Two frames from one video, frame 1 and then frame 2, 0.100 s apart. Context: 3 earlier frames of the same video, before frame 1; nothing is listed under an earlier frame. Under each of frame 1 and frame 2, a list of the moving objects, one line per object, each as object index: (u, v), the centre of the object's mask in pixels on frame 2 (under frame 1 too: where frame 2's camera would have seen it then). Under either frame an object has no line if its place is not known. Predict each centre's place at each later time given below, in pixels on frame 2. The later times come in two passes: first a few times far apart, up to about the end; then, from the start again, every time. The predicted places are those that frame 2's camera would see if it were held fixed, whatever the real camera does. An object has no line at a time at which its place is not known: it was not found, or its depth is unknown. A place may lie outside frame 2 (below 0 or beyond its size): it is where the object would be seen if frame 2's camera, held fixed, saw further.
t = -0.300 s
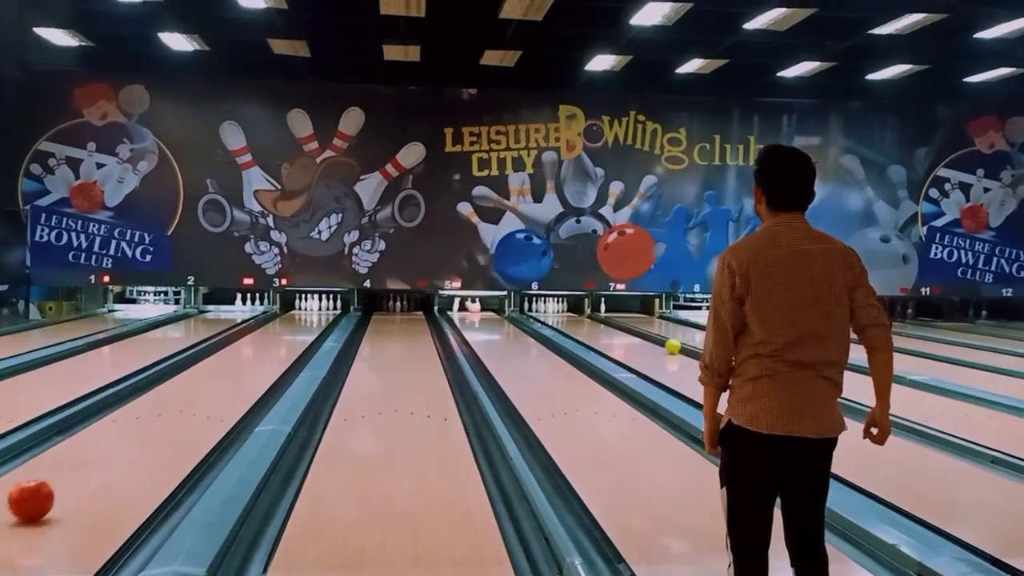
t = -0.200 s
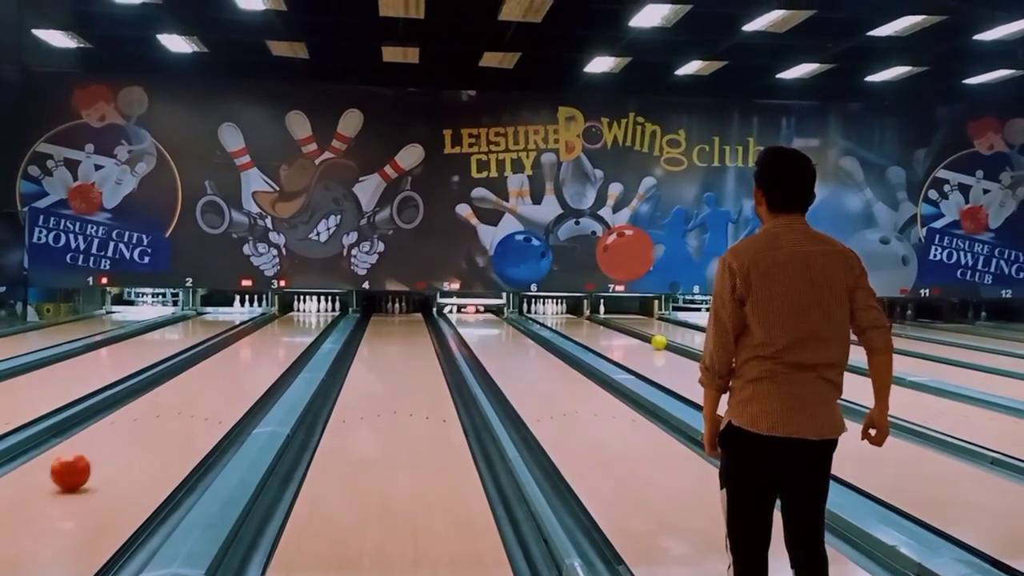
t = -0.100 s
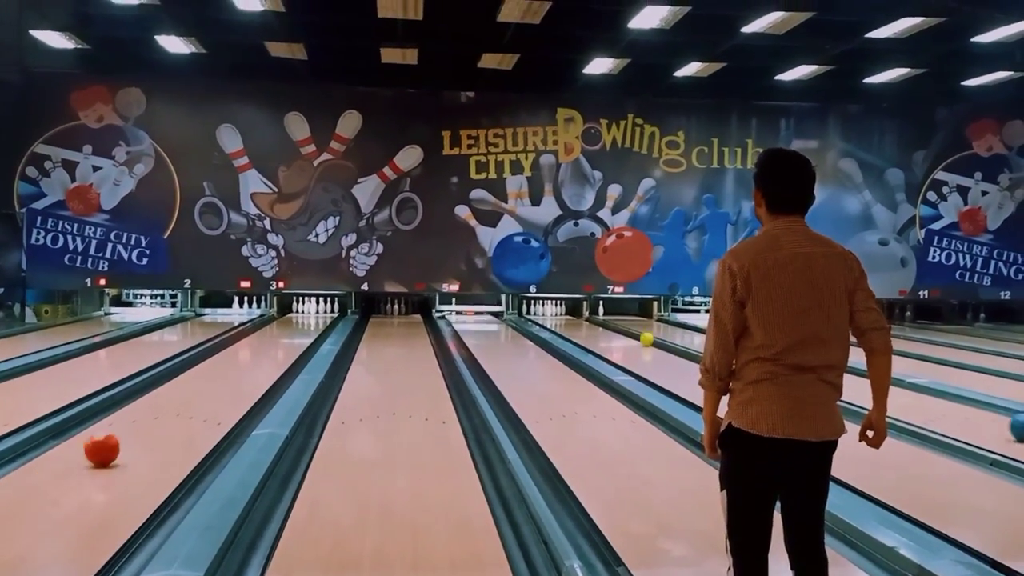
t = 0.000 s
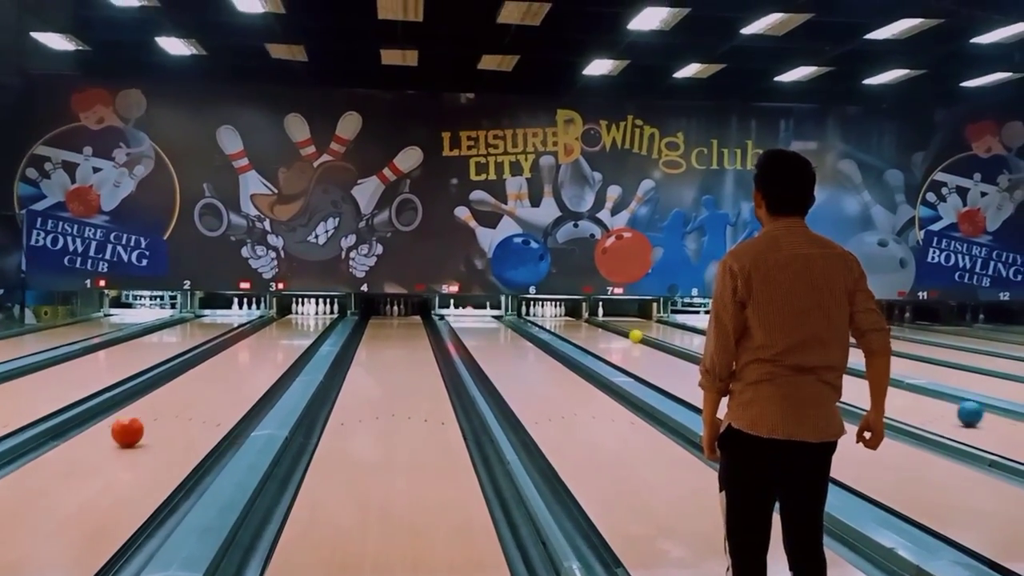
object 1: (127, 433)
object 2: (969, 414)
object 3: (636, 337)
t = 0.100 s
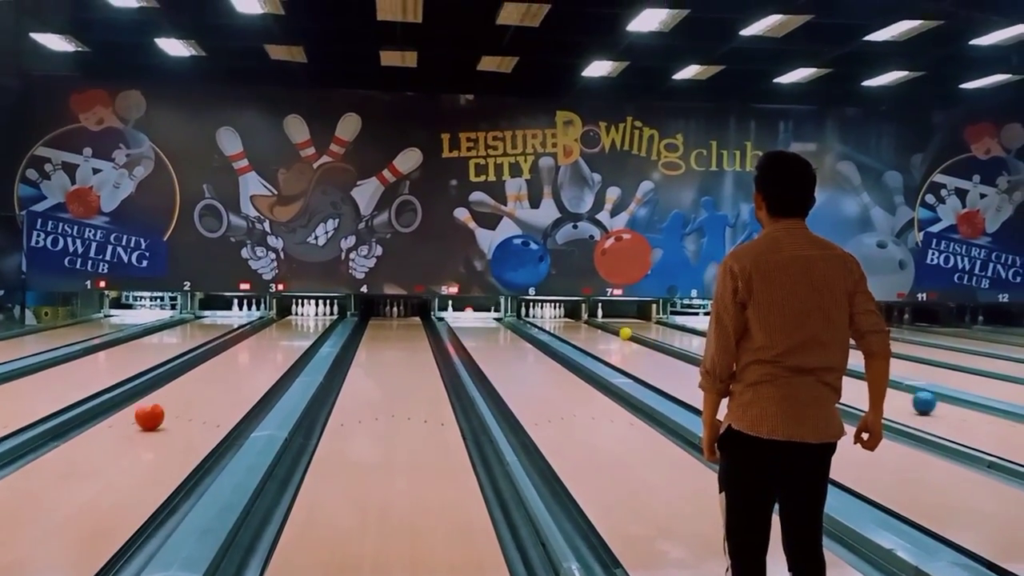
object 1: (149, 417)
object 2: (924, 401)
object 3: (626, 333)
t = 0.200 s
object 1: (168, 404)
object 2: (890, 392)
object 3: (617, 330)
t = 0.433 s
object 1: (202, 380)
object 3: (601, 324)
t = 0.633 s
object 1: (222, 364)
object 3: (587, 320)
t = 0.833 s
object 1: (237, 353)
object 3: (575, 315)
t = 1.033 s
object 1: (251, 344)
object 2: (698, 341)
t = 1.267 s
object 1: (263, 334)
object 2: (669, 333)
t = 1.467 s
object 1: (271, 328)
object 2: (647, 327)
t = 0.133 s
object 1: (155, 413)
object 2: (910, 398)
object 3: (622, 332)
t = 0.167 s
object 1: (161, 408)
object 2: (898, 394)
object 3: (620, 331)
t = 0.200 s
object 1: (168, 404)
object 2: (890, 392)
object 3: (617, 330)
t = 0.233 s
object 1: (174, 399)
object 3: (614, 329)
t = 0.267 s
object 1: (179, 397)
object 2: (860, 386)
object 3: (611, 328)
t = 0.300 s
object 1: (184, 393)
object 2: (852, 383)
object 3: (609, 327)
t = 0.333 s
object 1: (189, 389)
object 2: (848, 381)
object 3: (607, 326)
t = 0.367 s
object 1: (194, 386)
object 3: (604, 325)
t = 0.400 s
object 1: (198, 383)
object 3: (602, 324)
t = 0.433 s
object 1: (202, 380)
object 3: (601, 324)
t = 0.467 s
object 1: (206, 377)
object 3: (599, 324)
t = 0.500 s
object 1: (209, 375)
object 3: (597, 323)
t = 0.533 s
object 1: (213, 372)
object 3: (595, 321)
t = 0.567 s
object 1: (217, 369)
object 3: (593, 321)
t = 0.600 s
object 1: (219, 367)
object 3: (590, 320)
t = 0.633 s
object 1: (222, 364)
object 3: (587, 320)
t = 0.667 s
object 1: (225, 362)
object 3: (585, 319)
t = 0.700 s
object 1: (228, 360)
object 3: (581, 318)
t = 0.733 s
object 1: (230, 359)
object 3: (580, 317)
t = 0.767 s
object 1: (233, 357)
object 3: (578, 317)
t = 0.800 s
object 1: (236, 354)
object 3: (576, 316)
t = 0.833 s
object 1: (237, 353)
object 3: (575, 315)
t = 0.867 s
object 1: (240, 351)
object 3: (573, 315)
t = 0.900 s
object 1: (243, 349)
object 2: (715, 346)
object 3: (572, 315)
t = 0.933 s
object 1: (245, 348)
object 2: (712, 345)
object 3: (570, 314)
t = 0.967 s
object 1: (247, 347)
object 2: (708, 344)
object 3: (568, 315)
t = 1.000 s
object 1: (249, 345)
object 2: (703, 343)
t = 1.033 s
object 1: (251, 344)
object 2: (698, 341)
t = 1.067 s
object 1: (252, 342)
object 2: (694, 340)
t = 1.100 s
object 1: (254, 341)
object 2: (689, 339)
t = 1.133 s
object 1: (256, 339)
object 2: (685, 338)
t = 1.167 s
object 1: (258, 338)
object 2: (681, 337)
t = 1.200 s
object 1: (259, 337)
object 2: (677, 335)
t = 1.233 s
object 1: (261, 335)
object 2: (672, 334)
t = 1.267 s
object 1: (263, 334)
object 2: (669, 333)
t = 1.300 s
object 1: (265, 333)
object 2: (665, 332)
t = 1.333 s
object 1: (266, 332)
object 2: (661, 331)
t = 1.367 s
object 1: (267, 331)
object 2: (658, 331)
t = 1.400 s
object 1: (269, 330)
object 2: (653, 329)
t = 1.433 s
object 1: (270, 329)
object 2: (650, 328)
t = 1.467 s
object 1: (271, 328)
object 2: (647, 327)
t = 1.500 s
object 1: (273, 327)
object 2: (644, 326)
